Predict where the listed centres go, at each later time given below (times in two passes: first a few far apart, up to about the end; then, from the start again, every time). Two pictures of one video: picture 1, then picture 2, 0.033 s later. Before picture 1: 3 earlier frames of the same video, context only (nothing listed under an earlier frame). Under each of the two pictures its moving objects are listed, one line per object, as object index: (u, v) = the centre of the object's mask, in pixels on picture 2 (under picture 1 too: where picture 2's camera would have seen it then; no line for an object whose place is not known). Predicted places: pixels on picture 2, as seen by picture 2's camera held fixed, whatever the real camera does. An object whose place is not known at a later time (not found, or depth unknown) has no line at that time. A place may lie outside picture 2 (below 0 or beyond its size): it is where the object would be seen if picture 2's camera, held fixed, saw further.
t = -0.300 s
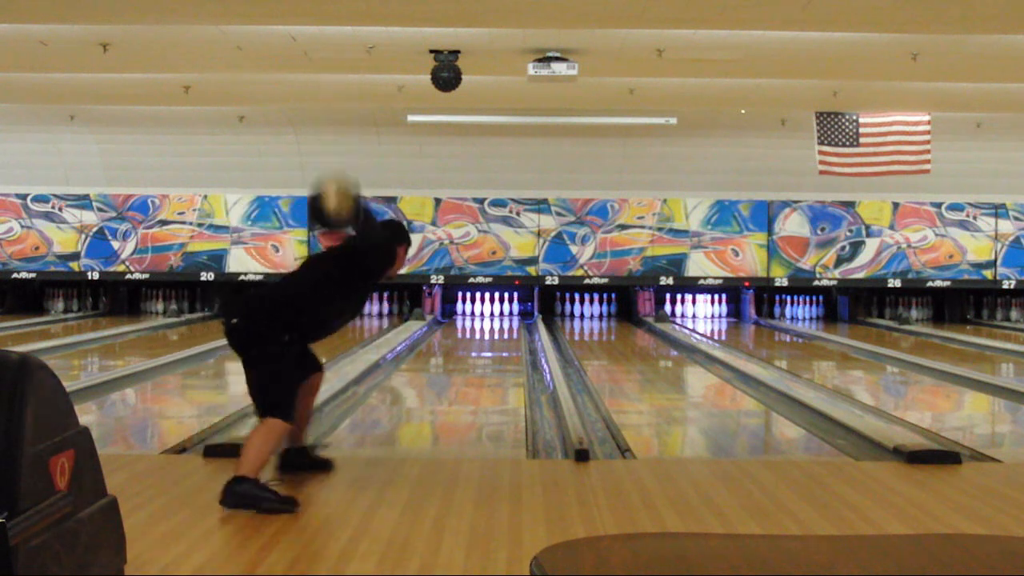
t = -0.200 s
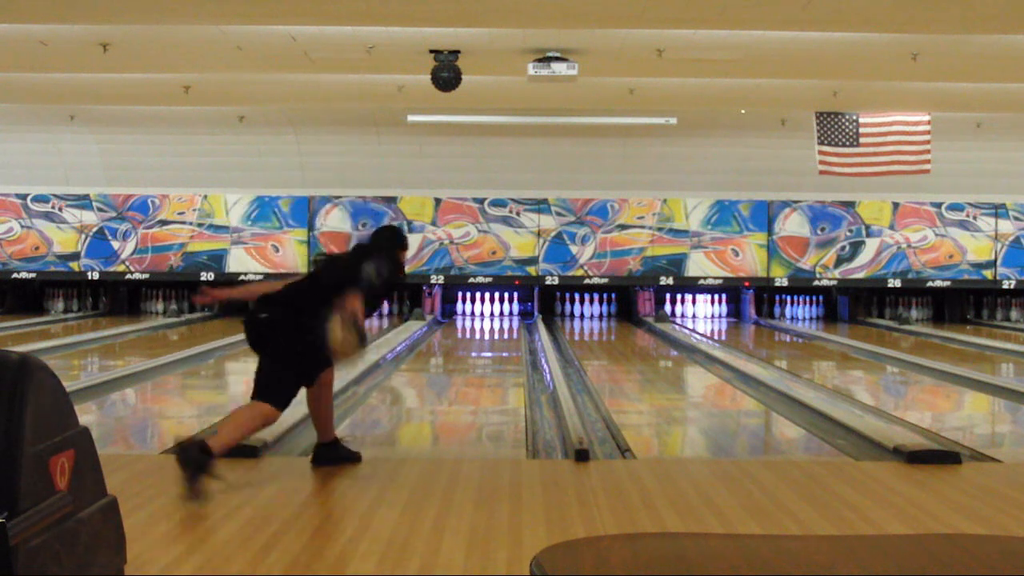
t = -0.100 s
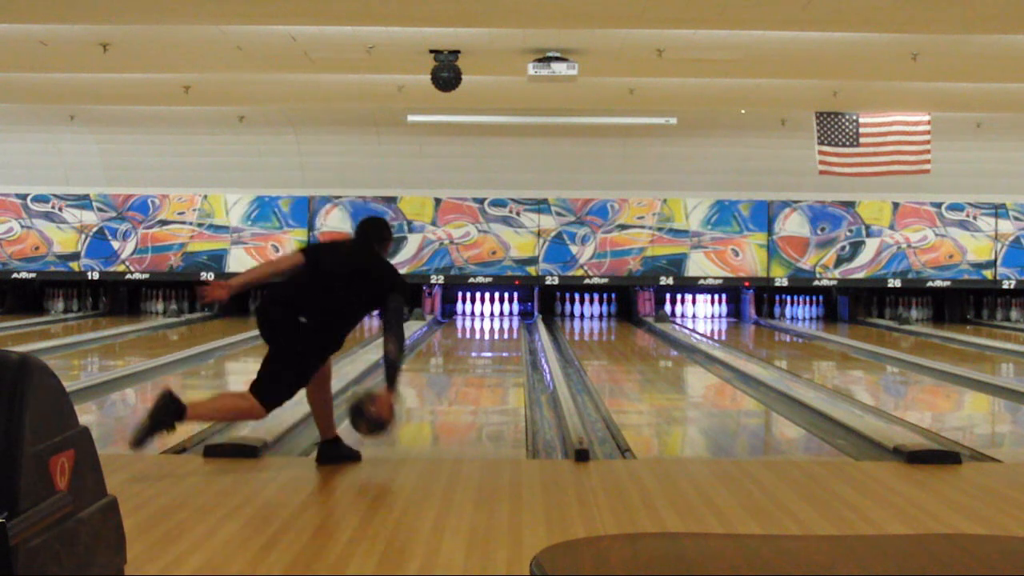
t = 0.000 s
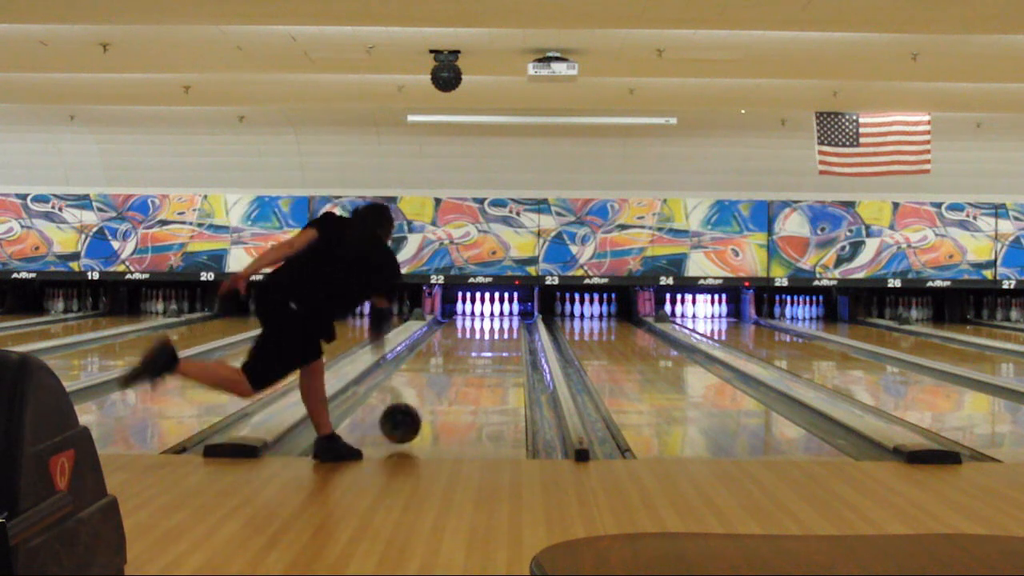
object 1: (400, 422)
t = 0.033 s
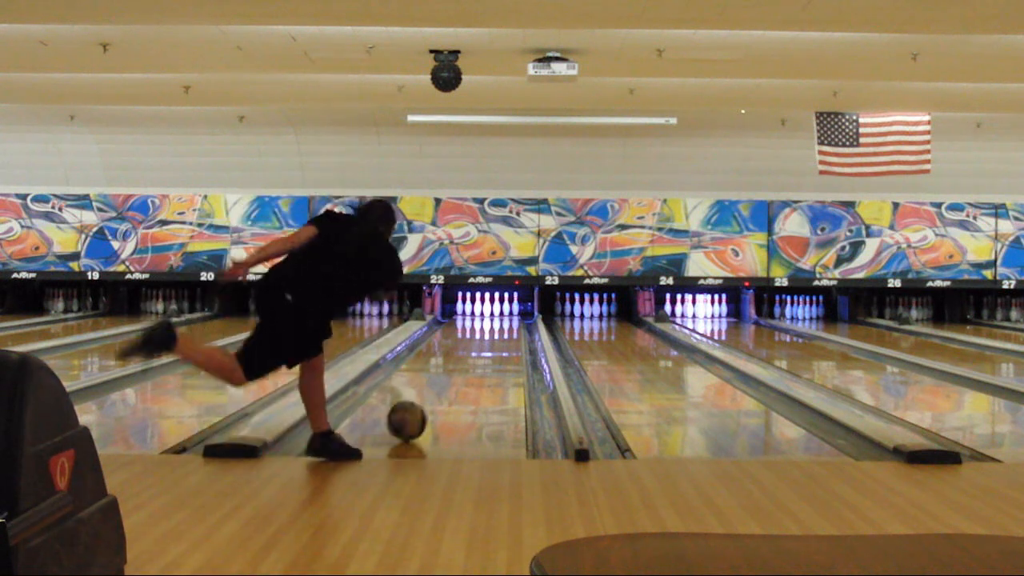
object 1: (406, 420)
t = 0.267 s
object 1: (442, 388)
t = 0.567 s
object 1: (470, 362)
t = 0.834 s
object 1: (484, 348)
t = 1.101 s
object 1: (493, 336)
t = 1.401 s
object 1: (499, 326)
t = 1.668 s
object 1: (499, 319)
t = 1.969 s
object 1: (493, 313)
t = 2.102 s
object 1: (488, 312)
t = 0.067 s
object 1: (412, 414)
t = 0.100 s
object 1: (418, 410)
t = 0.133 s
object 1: (423, 405)
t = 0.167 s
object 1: (428, 401)
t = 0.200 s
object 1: (433, 397)
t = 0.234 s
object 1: (438, 393)
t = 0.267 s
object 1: (442, 388)
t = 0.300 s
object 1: (446, 386)
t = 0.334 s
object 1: (449, 383)
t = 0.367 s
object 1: (453, 382)
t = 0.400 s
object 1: (456, 375)
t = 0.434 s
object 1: (459, 374)
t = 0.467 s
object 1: (462, 371)
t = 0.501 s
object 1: (465, 368)
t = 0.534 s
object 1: (468, 367)
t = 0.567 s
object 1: (470, 362)
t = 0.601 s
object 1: (472, 361)
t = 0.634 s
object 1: (474, 359)
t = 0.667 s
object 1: (476, 357)
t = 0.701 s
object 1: (478, 355)
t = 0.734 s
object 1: (479, 353)
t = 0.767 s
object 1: (481, 351)
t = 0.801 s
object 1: (483, 350)
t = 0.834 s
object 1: (484, 348)
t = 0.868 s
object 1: (486, 347)
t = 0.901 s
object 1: (487, 344)
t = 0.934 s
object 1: (489, 342)
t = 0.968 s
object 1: (490, 341)
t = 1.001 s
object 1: (491, 340)
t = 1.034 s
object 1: (492, 338)
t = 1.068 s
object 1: (493, 337)
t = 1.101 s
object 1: (493, 336)
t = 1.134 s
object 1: (495, 335)
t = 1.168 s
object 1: (494, 334)
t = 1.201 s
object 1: (496, 332)
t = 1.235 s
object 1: (497, 331)
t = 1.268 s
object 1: (497, 330)
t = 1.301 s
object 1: (498, 328)
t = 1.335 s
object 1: (498, 327)
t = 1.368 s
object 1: (499, 327)
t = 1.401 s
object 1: (499, 326)
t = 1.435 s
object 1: (499, 326)
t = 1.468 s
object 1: (499, 324)
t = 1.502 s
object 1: (500, 323)
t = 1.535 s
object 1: (500, 322)
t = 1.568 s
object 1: (499, 322)
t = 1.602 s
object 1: (499, 321)
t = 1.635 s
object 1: (499, 320)
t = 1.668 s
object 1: (499, 319)
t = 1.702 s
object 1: (498, 319)
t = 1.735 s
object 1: (498, 317)
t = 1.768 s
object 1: (498, 317)
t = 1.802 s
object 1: (497, 316)
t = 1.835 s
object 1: (496, 316)
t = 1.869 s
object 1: (496, 315)
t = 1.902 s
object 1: (495, 314)
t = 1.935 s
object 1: (494, 313)
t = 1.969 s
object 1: (493, 313)
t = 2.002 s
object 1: (492, 312)
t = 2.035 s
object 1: (490, 312)
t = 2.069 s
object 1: (489, 312)
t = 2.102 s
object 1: (488, 312)
